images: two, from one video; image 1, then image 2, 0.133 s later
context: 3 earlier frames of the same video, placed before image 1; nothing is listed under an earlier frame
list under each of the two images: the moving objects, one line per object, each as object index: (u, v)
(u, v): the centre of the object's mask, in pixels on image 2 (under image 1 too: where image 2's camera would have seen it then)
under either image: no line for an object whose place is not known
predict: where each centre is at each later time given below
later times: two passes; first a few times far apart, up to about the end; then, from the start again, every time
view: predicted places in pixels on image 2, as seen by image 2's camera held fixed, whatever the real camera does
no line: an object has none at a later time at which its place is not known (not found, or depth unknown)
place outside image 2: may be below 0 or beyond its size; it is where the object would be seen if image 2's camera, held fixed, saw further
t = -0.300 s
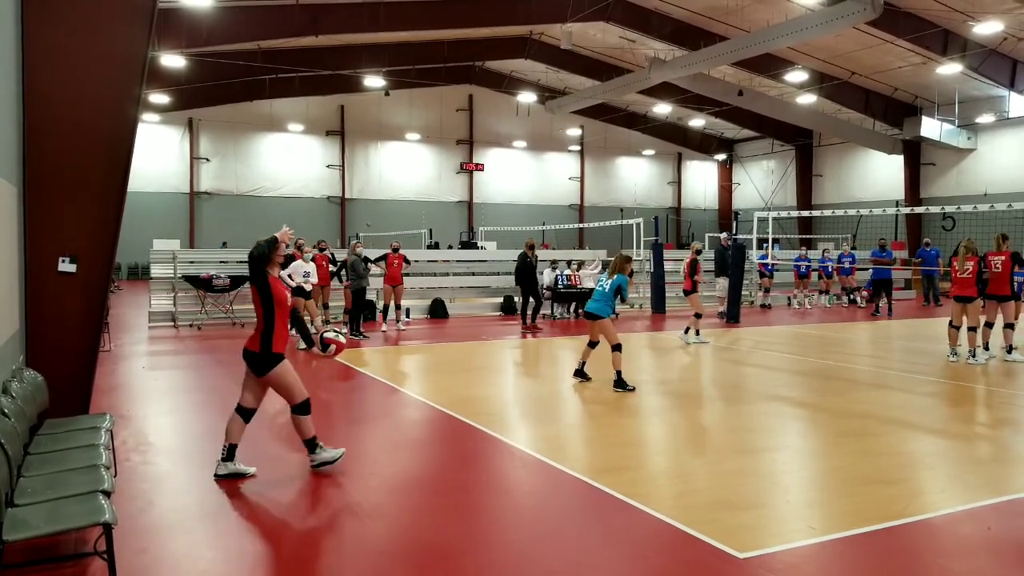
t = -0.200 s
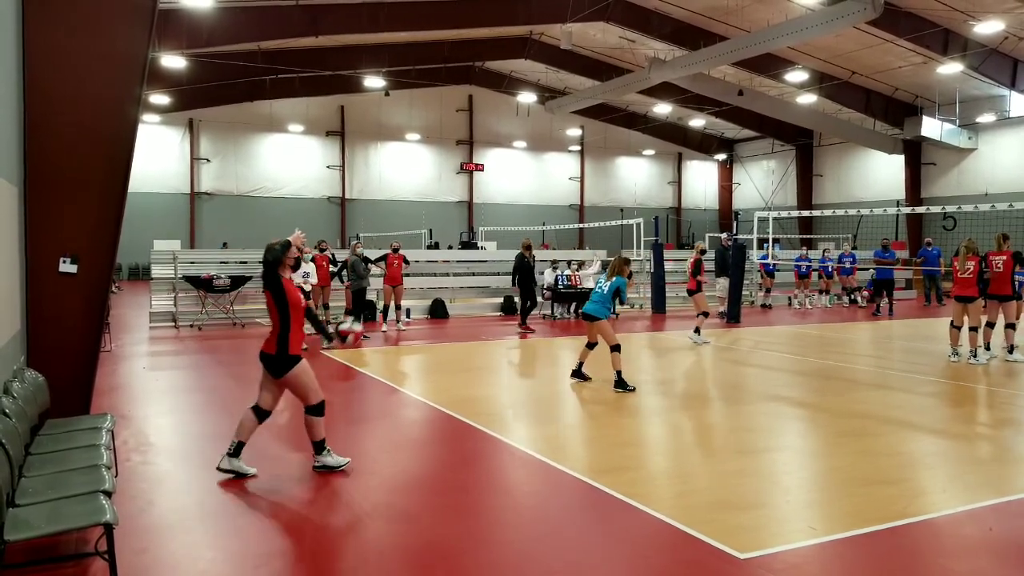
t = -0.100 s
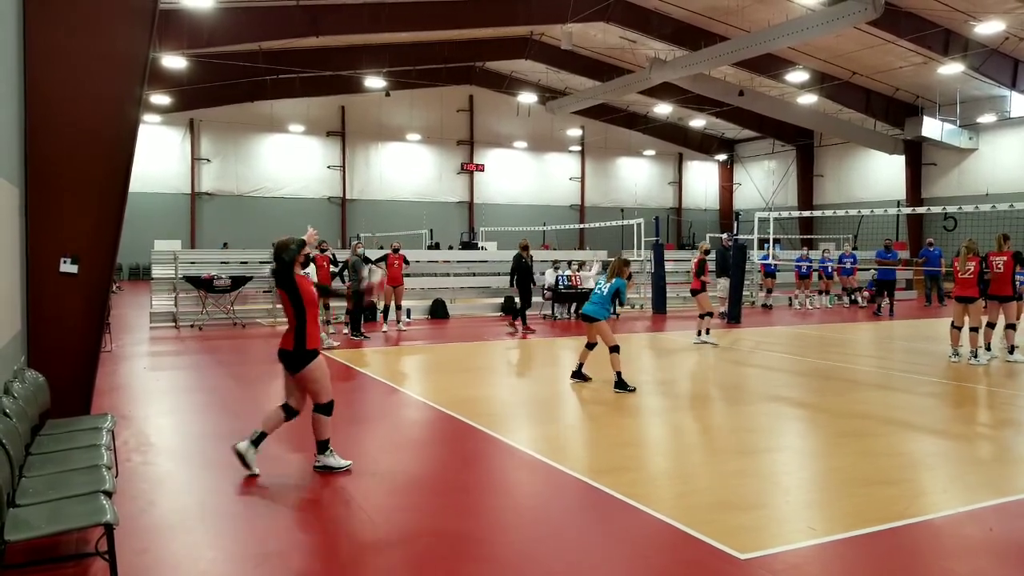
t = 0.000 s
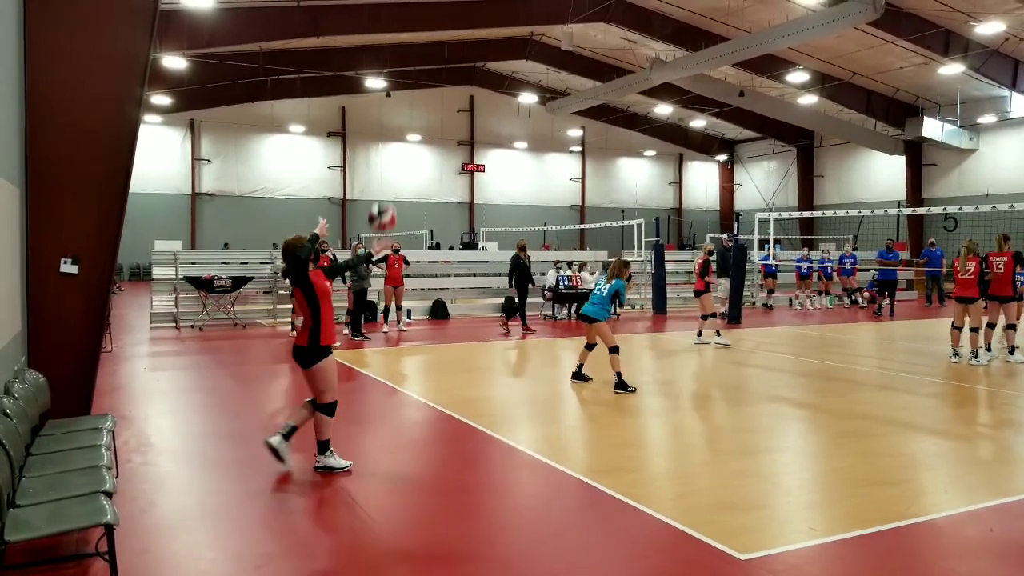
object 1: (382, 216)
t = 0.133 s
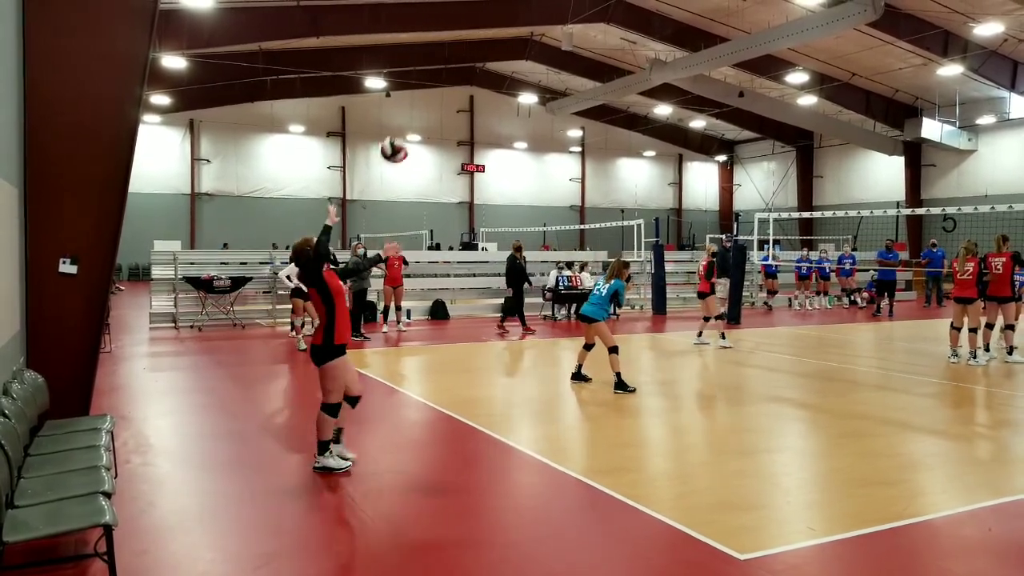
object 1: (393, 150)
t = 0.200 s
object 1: (399, 125)
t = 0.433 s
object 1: (423, 87)
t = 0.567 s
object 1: (436, 95)
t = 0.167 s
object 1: (397, 136)
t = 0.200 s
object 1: (399, 125)
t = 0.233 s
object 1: (404, 116)
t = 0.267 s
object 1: (407, 107)
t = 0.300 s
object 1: (410, 100)
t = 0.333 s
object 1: (414, 95)
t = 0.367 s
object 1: (416, 90)
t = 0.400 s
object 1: (420, 88)
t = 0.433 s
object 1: (423, 87)
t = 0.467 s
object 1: (426, 87)
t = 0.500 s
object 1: (429, 88)
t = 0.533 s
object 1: (432, 91)
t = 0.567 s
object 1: (436, 95)
